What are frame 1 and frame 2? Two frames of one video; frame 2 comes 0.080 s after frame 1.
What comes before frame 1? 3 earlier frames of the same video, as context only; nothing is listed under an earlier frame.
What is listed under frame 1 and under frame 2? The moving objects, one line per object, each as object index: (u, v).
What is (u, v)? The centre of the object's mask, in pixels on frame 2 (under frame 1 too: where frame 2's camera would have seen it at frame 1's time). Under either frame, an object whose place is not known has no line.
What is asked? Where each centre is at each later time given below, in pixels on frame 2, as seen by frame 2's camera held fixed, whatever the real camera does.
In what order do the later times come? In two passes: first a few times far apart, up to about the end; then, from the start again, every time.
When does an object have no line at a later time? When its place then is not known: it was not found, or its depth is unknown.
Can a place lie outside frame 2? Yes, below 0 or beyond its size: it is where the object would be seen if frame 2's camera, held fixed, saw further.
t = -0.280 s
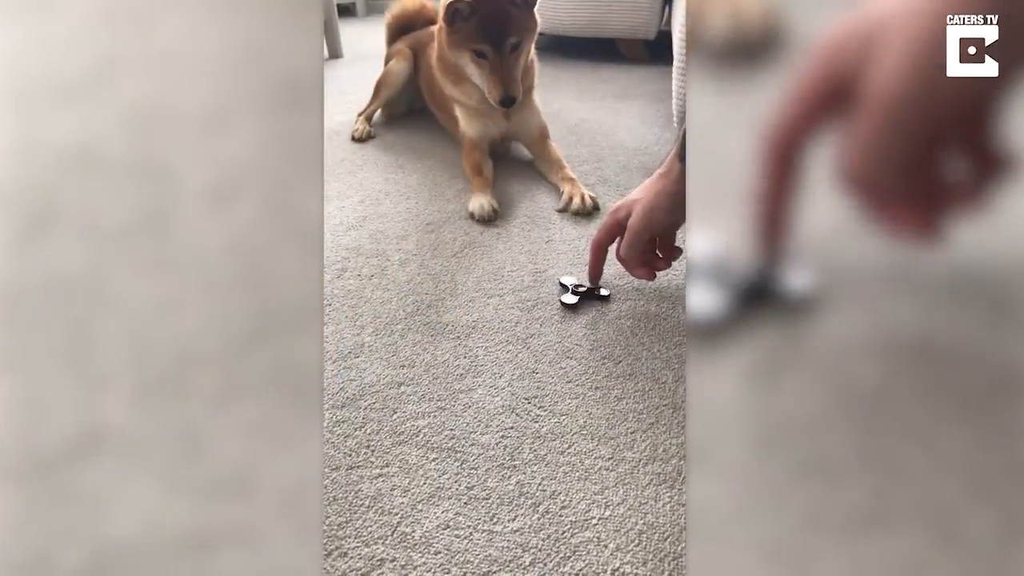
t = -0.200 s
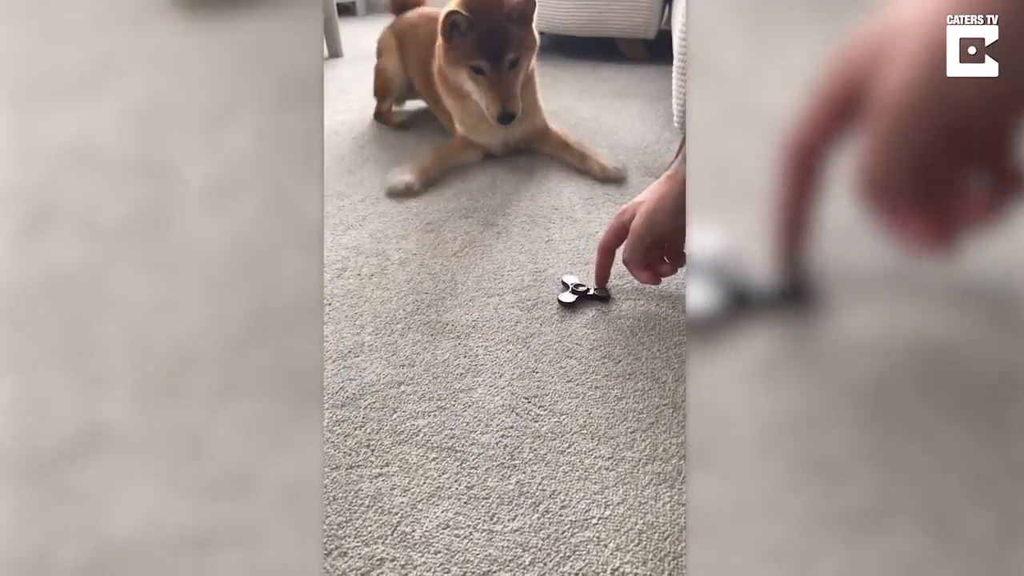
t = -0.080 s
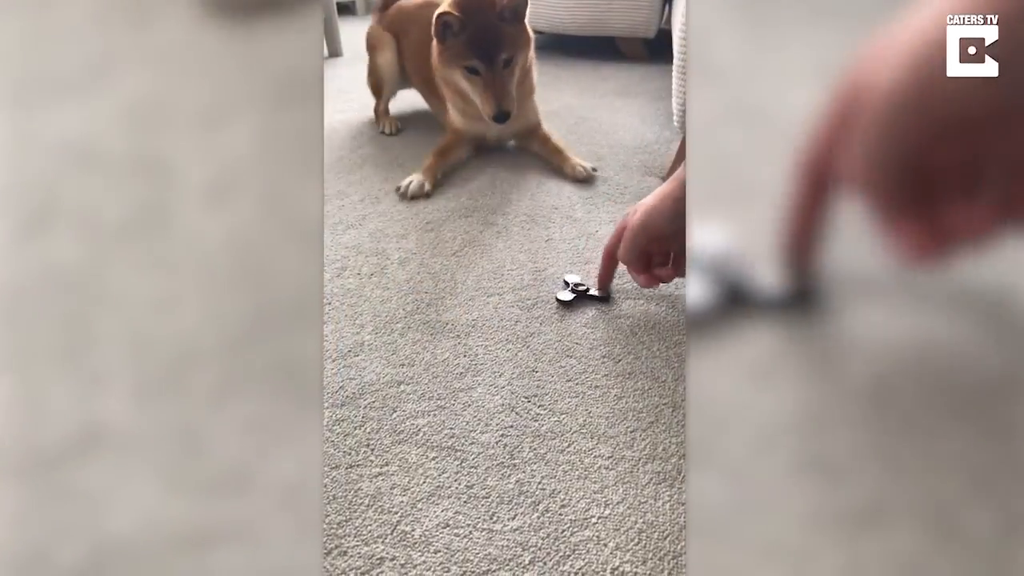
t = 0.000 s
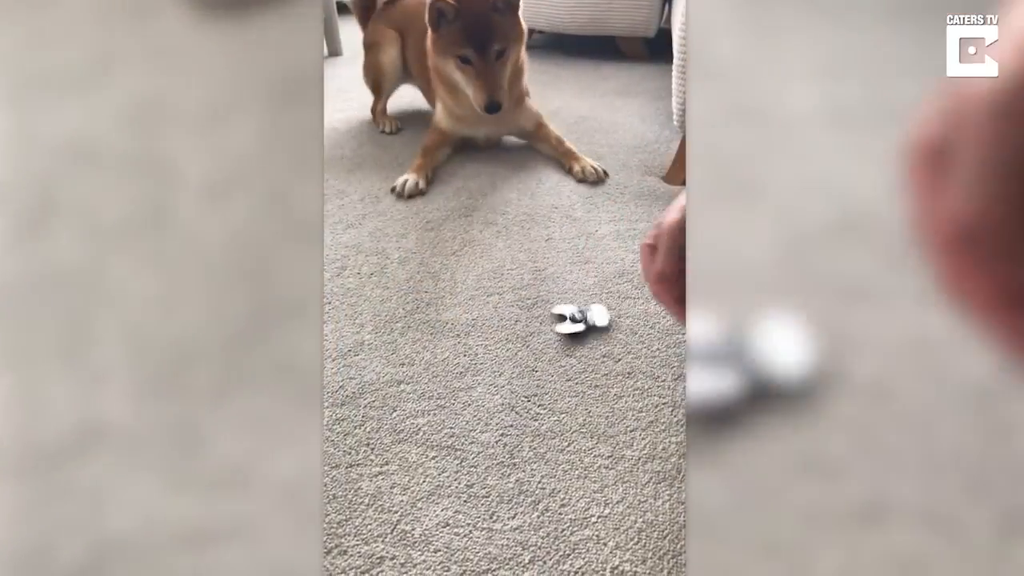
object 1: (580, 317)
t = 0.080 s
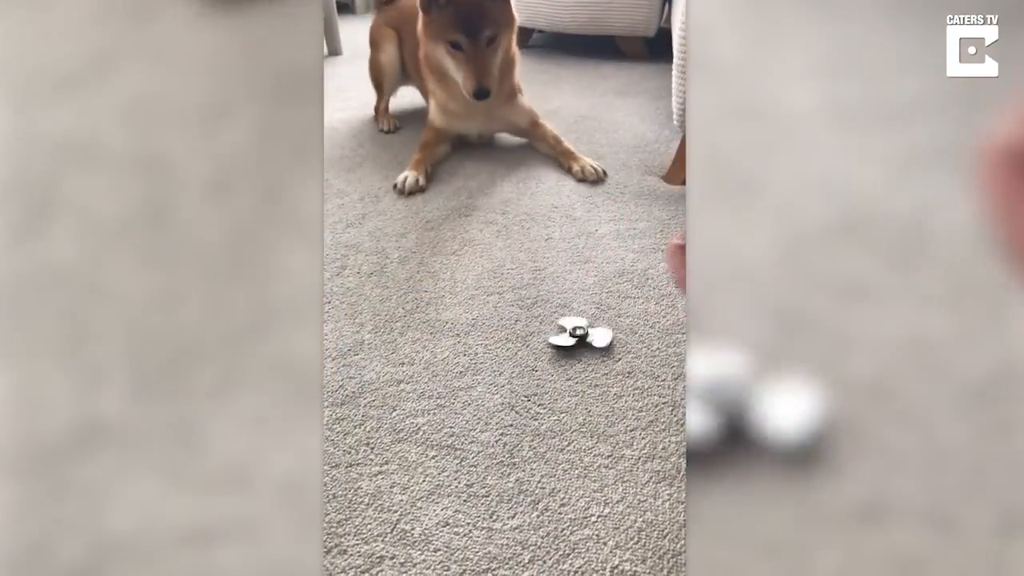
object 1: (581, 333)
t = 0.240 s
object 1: (581, 342)
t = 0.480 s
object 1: (581, 341)
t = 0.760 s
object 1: (580, 340)
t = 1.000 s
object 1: (581, 340)
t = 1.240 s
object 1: (582, 340)
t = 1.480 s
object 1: (581, 338)
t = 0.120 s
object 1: (580, 338)
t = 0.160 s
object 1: (580, 342)
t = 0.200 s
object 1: (580, 341)
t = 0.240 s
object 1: (581, 342)
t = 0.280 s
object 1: (582, 341)
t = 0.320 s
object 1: (581, 342)
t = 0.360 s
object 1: (581, 341)
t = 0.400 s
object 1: (581, 341)
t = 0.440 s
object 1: (581, 341)
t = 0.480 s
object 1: (581, 341)
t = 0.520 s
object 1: (581, 341)
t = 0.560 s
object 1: (580, 340)
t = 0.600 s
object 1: (580, 340)
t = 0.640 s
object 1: (581, 341)
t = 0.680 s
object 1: (582, 341)
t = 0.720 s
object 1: (581, 341)
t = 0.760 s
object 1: (580, 340)
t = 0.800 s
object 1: (581, 340)
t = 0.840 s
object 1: (581, 340)
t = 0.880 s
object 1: (581, 340)
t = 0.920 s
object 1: (580, 340)
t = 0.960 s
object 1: (581, 340)
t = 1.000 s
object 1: (581, 340)
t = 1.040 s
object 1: (581, 340)
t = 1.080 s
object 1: (581, 340)
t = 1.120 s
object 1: (581, 340)
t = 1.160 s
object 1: (581, 340)
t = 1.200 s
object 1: (581, 340)
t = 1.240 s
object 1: (582, 340)
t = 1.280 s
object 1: (581, 340)
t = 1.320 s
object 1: (581, 340)
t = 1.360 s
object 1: (580, 338)
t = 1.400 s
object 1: (581, 339)
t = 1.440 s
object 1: (581, 339)
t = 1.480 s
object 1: (581, 338)
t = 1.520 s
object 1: (580, 340)
